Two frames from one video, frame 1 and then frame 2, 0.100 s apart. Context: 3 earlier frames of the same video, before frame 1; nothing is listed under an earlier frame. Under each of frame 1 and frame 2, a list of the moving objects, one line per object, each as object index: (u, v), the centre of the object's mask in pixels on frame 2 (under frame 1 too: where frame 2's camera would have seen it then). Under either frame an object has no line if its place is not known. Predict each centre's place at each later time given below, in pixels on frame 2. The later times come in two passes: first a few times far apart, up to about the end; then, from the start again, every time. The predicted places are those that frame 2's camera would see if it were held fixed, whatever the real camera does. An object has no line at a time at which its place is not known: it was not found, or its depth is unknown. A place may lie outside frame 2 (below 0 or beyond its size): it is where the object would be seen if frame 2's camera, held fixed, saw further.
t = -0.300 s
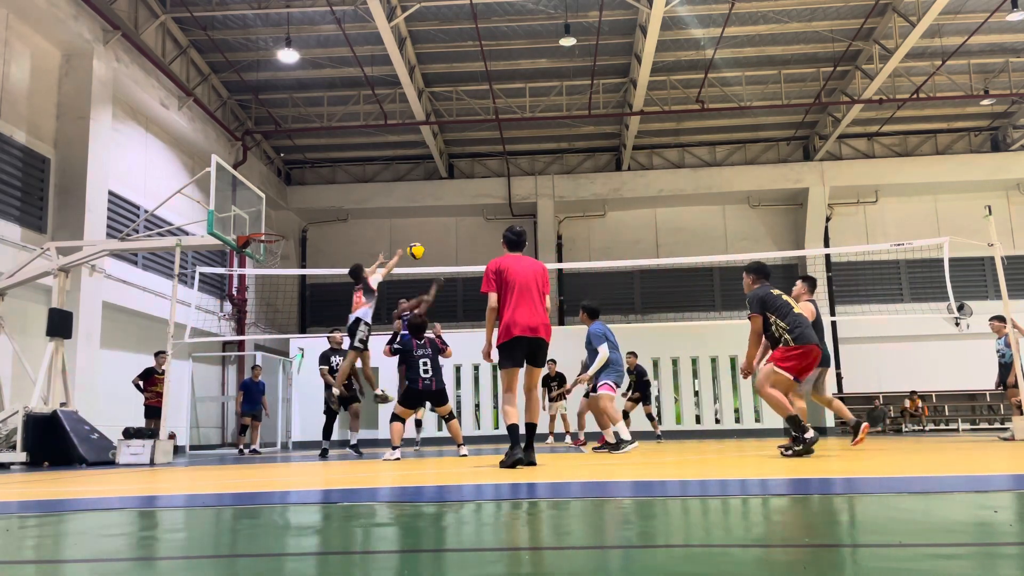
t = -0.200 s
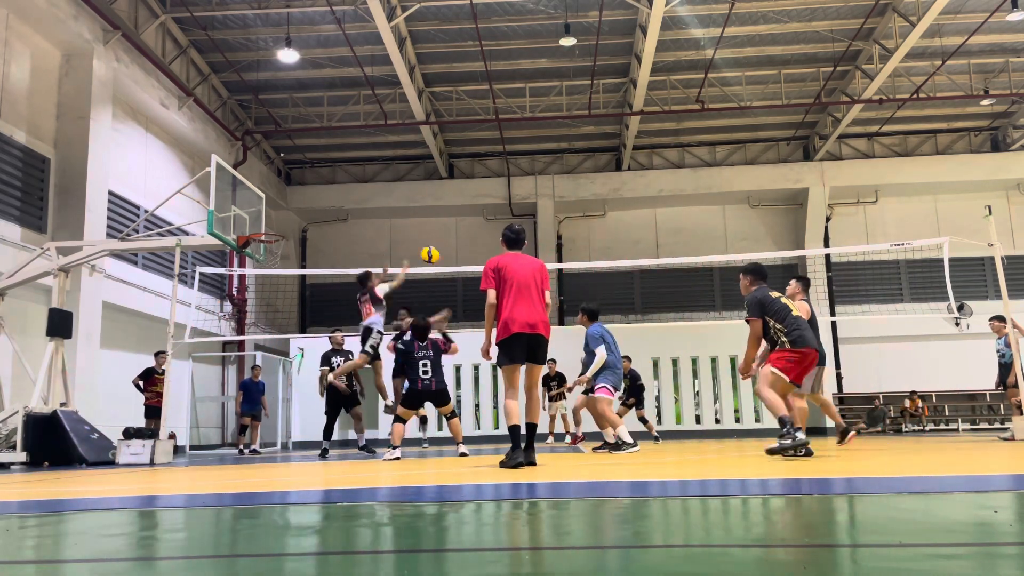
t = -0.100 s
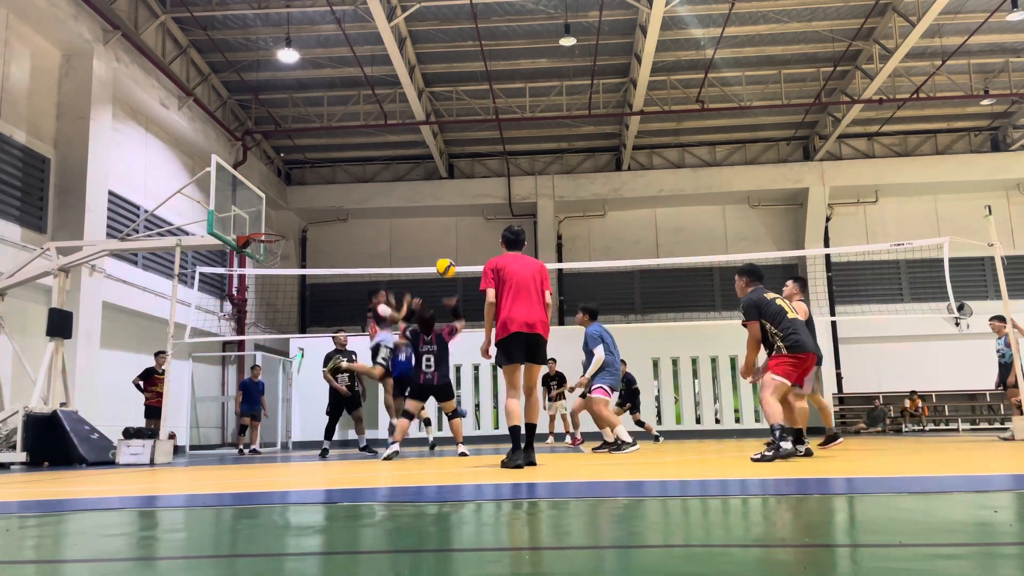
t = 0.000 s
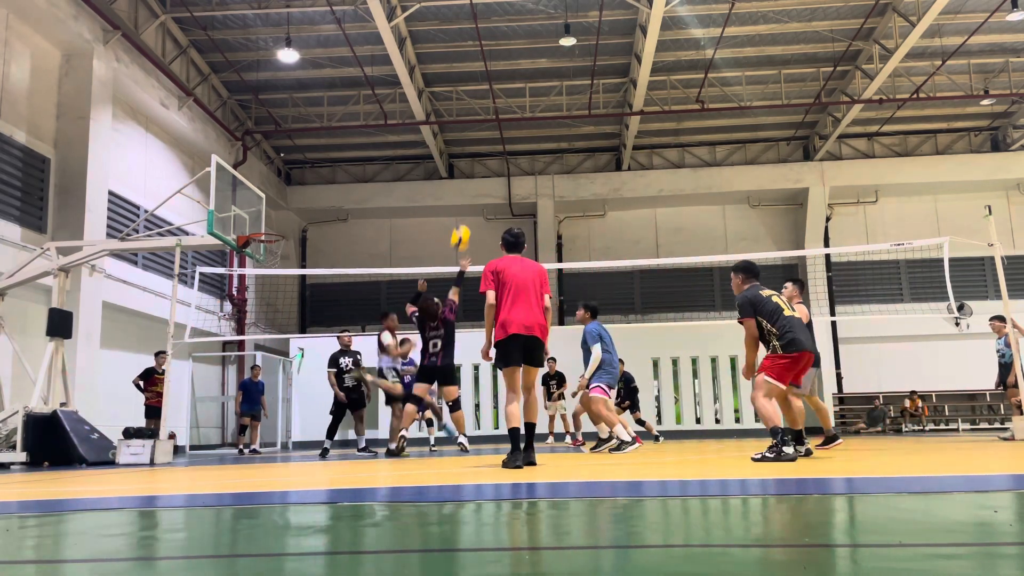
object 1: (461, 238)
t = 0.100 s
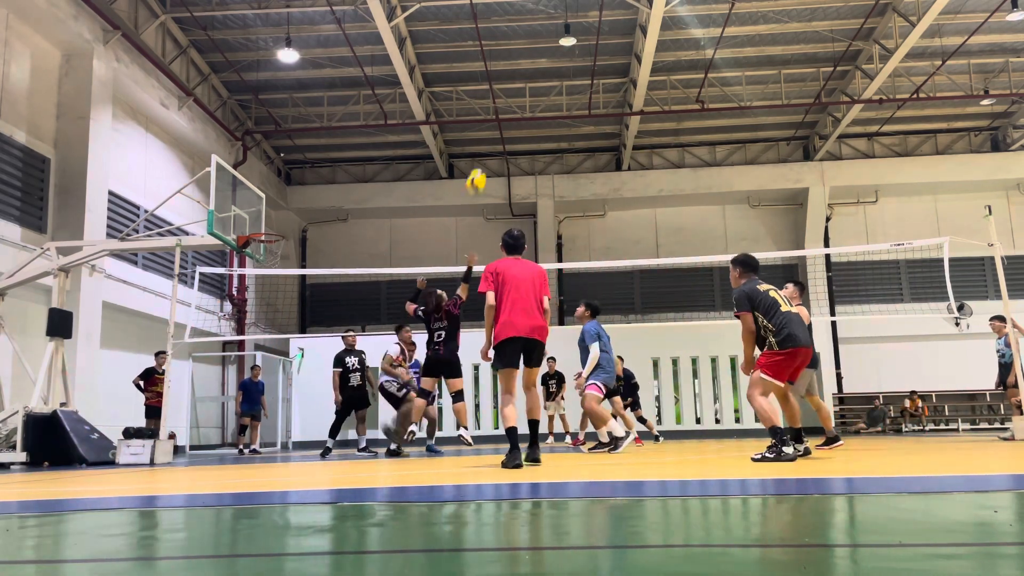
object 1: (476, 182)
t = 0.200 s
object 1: (491, 134)
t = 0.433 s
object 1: (525, 59)
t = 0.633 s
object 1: (556, 32)
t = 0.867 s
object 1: (592, 41)
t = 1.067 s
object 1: (625, 86)
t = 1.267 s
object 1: (659, 165)
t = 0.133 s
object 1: (481, 165)
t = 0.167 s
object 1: (486, 149)
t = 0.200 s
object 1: (491, 134)
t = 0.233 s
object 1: (496, 120)
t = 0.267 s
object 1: (501, 107)
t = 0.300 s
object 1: (506, 96)
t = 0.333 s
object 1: (510, 85)
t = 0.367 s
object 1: (515, 75)
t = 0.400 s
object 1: (520, 66)
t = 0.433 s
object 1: (525, 59)
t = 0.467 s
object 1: (530, 52)
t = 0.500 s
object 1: (535, 46)
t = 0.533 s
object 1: (540, 41)
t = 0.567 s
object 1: (545, 37)
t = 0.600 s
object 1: (551, 34)
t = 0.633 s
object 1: (556, 32)
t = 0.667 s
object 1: (561, 30)
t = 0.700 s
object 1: (566, 30)
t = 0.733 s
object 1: (571, 30)
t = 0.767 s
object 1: (576, 31)
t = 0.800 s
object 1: (581, 34)
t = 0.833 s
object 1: (587, 37)
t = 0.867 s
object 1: (592, 41)
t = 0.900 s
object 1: (597, 45)
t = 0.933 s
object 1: (603, 52)
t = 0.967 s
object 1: (608, 59)
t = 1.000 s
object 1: (614, 67)
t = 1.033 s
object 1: (619, 75)
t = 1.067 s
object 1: (625, 86)
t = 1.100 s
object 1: (630, 98)
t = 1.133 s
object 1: (636, 108)
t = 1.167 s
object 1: (642, 121)
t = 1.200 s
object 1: (648, 135)
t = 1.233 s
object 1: (654, 149)
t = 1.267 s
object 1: (659, 165)
